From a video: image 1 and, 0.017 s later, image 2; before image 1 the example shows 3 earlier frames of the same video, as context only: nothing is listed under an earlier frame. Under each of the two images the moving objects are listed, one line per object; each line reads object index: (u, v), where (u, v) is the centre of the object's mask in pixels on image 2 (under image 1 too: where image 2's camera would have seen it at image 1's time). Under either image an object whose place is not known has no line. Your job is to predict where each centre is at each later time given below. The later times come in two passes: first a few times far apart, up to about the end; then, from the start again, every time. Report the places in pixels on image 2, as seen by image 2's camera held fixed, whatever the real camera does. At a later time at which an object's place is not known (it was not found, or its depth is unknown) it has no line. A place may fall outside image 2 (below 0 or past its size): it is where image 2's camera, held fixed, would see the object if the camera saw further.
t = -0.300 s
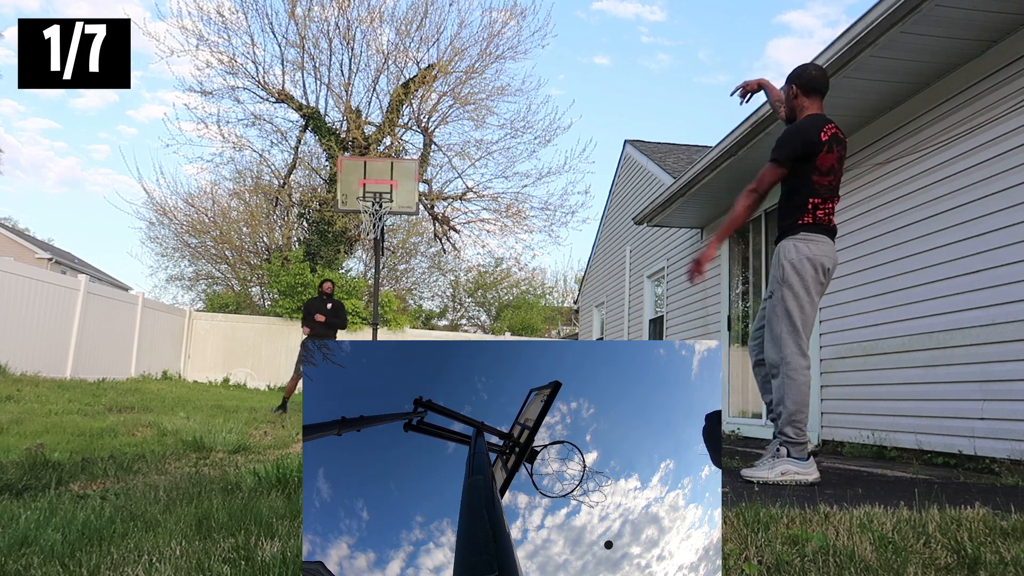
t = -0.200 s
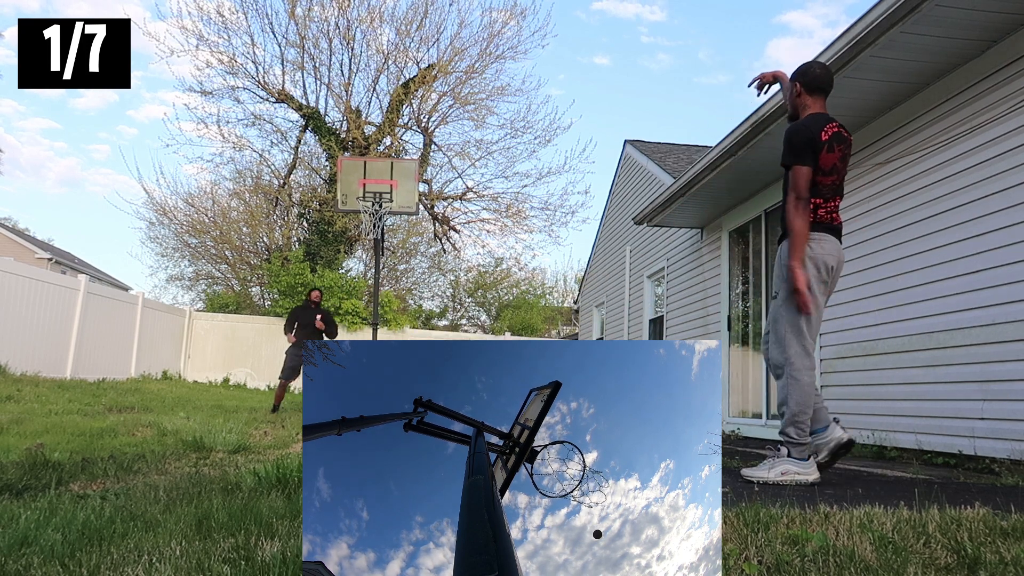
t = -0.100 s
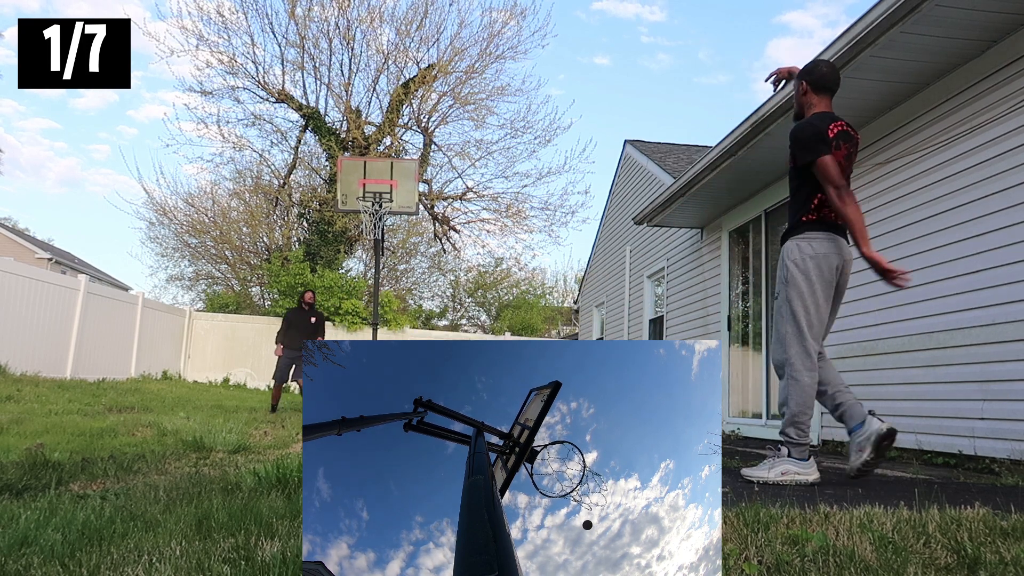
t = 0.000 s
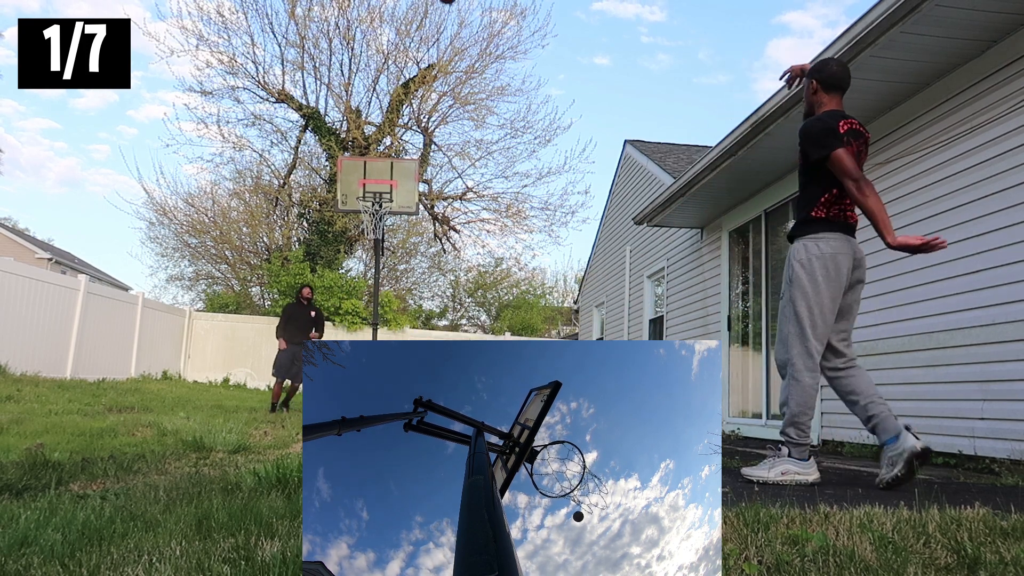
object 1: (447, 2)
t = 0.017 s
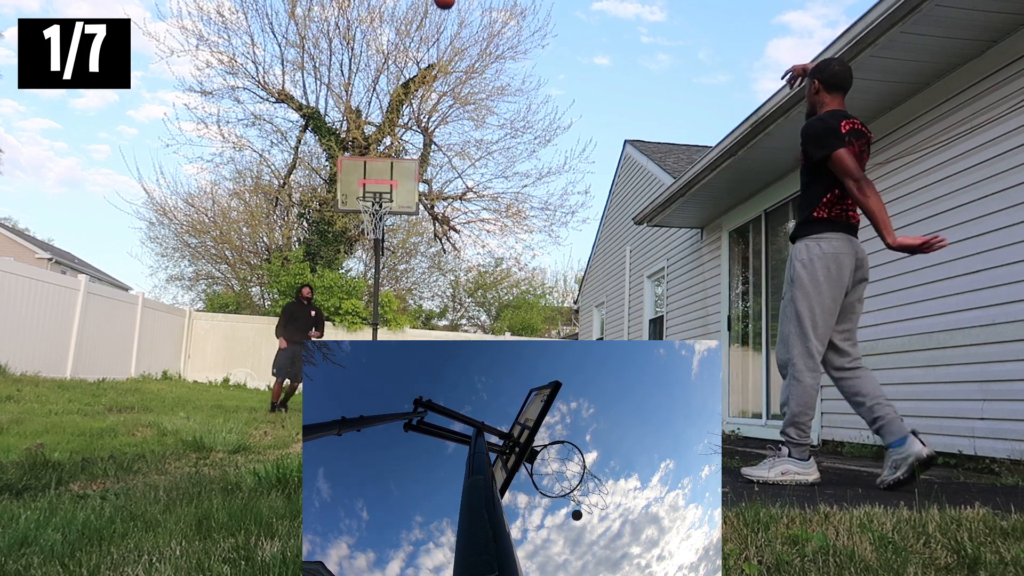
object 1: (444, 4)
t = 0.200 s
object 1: (419, 73)
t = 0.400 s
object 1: (394, 168)
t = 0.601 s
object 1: (359, 184)
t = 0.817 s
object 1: (317, 176)
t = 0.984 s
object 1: (280, 194)
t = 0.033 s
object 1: (442, 7)
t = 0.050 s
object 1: (439, 11)
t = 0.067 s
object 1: (437, 17)
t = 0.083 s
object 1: (434, 24)
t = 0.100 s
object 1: (432, 31)
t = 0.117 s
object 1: (430, 37)
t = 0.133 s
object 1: (428, 44)
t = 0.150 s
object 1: (426, 51)
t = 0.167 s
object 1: (423, 59)
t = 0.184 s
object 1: (421, 65)
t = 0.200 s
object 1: (419, 73)
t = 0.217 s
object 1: (417, 80)
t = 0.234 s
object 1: (414, 87)
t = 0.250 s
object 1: (412, 95)
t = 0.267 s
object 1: (410, 102)
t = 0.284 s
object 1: (408, 111)
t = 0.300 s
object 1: (406, 119)
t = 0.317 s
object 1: (404, 126)
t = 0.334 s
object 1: (402, 134)
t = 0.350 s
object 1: (400, 143)
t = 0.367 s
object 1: (398, 151)
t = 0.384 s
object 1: (396, 159)
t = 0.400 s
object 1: (394, 168)
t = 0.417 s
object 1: (392, 177)
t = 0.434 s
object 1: (391, 185)
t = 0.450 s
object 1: (388, 193)
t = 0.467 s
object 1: (385, 194)
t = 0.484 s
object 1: (382, 194)
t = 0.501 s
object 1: (378, 194)
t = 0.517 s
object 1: (374, 195)
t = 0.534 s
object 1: (372, 192)
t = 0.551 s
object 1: (368, 190)
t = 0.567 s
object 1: (366, 187)
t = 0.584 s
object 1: (362, 186)
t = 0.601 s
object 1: (359, 184)
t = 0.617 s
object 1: (356, 182)
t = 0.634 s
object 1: (353, 181)
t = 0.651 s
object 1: (350, 179)
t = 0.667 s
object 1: (347, 178)
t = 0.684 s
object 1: (344, 177)
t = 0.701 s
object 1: (340, 176)
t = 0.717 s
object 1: (337, 175)
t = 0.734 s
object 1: (334, 175)
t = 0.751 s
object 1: (331, 175)
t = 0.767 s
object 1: (327, 175)
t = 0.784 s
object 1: (324, 175)
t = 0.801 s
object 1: (321, 175)
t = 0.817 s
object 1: (317, 176)
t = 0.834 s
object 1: (313, 177)
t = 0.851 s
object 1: (311, 177)
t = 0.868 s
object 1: (307, 179)
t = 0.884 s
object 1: (303, 180)
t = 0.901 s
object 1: (299, 182)
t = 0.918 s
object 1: (295, 184)
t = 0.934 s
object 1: (292, 186)
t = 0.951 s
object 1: (288, 188)
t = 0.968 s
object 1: (284, 191)
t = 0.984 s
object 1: (280, 194)
